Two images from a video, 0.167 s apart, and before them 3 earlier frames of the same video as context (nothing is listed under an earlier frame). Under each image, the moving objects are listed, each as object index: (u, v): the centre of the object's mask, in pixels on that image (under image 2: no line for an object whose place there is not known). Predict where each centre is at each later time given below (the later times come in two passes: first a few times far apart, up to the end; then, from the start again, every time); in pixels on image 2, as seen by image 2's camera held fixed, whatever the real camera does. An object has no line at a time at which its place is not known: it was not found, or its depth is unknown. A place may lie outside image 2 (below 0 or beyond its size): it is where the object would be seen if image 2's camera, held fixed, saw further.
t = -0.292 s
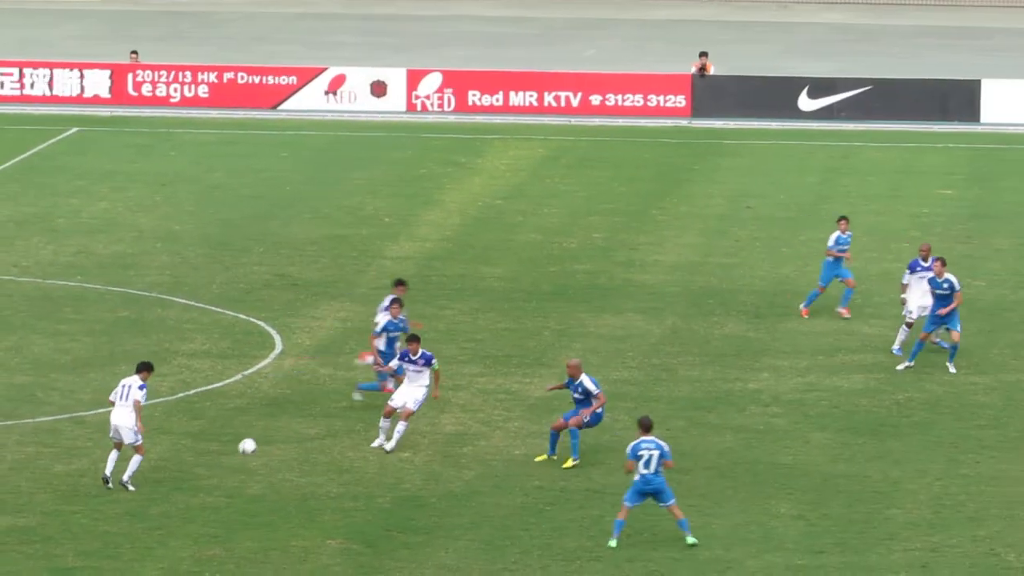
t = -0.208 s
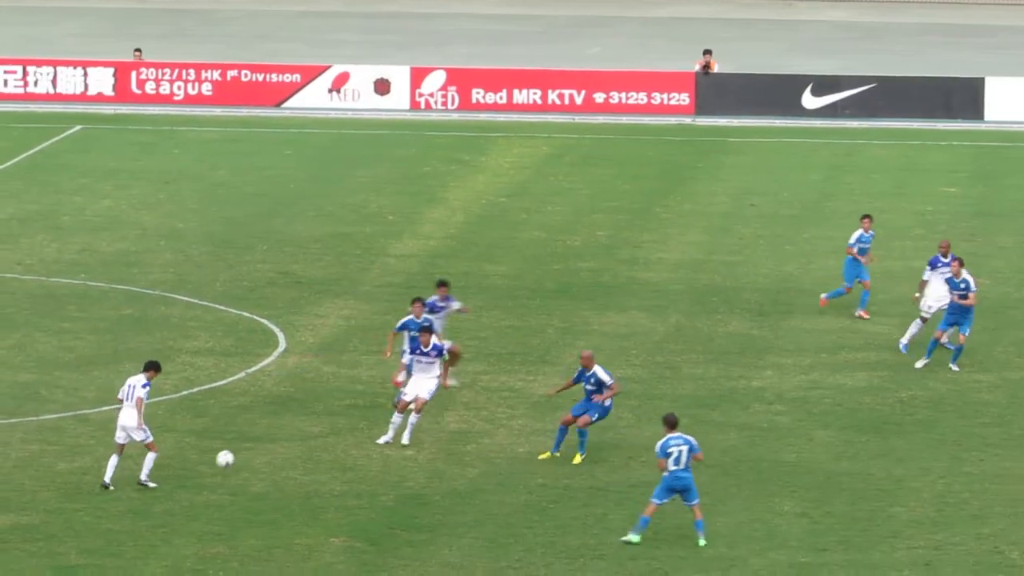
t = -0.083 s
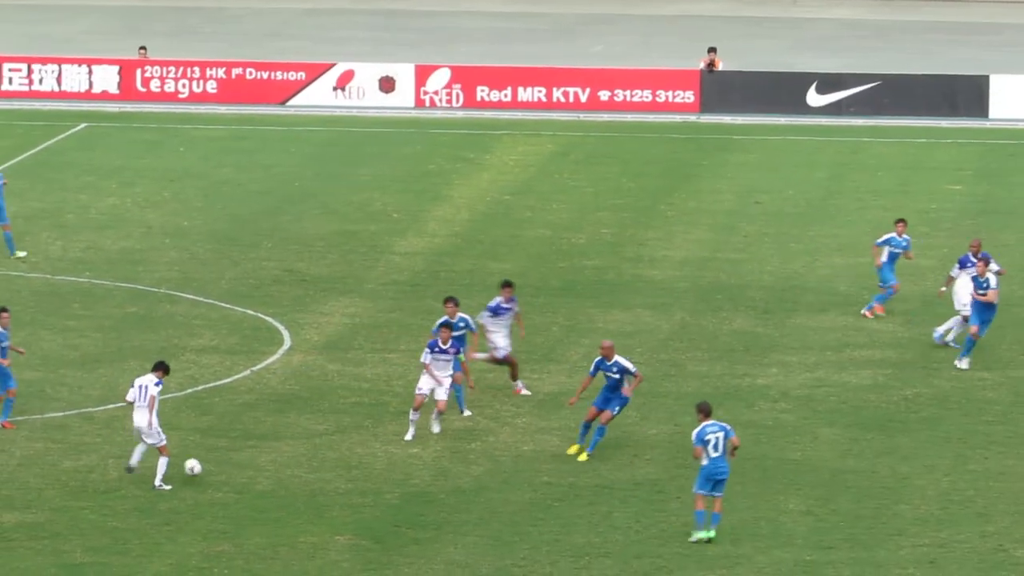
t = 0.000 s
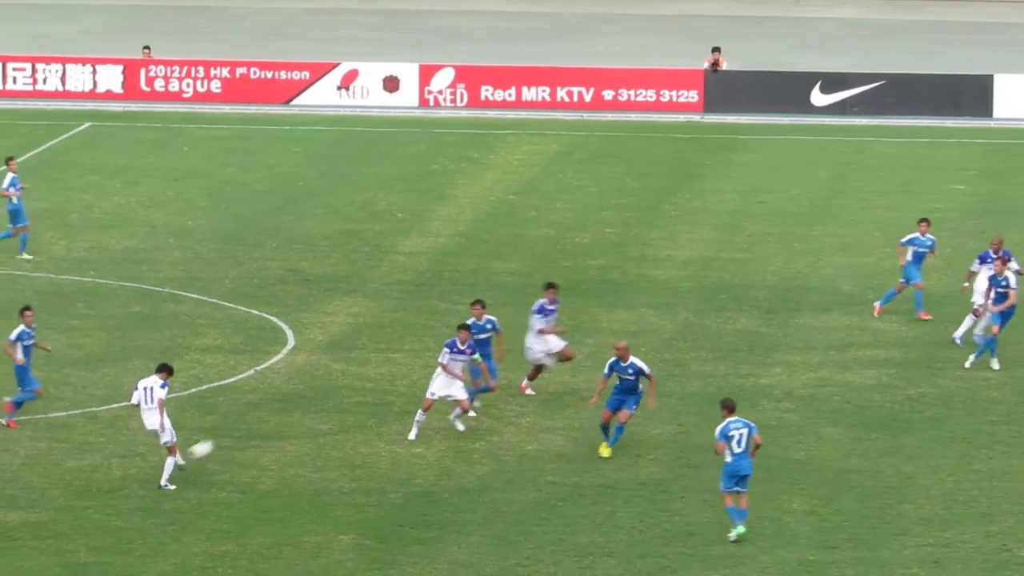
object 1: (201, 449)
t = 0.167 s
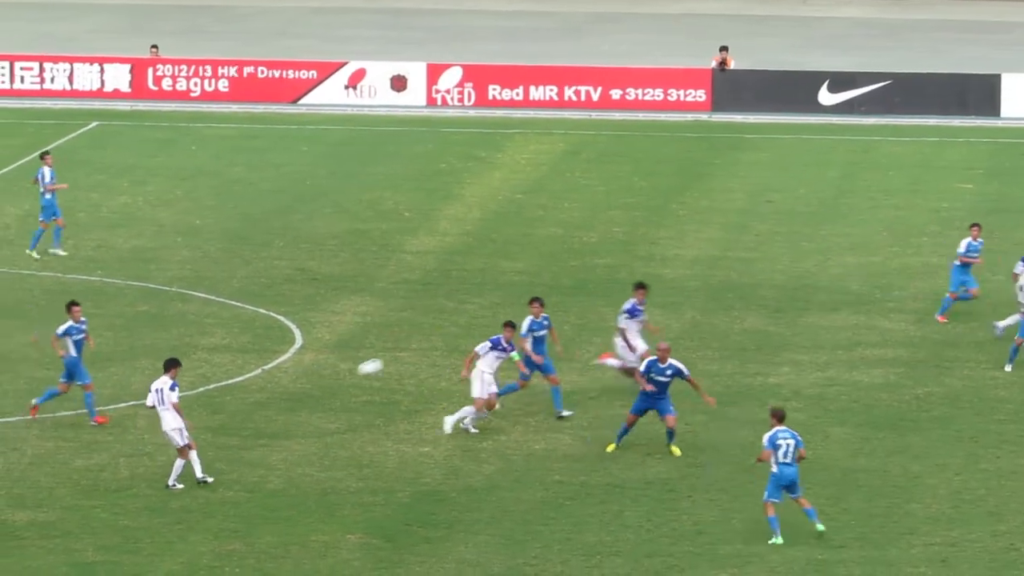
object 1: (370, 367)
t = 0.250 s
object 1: (450, 334)
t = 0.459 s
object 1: (641, 271)
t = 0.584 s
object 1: (751, 248)
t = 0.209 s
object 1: (410, 350)
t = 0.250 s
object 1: (450, 334)
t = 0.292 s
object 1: (488, 319)
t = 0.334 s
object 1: (527, 306)
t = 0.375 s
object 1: (565, 293)
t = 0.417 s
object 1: (604, 282)
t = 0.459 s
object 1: (641, 271)
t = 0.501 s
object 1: (678, 262)
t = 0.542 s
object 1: (716, 255)
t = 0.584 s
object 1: (751, 248)
